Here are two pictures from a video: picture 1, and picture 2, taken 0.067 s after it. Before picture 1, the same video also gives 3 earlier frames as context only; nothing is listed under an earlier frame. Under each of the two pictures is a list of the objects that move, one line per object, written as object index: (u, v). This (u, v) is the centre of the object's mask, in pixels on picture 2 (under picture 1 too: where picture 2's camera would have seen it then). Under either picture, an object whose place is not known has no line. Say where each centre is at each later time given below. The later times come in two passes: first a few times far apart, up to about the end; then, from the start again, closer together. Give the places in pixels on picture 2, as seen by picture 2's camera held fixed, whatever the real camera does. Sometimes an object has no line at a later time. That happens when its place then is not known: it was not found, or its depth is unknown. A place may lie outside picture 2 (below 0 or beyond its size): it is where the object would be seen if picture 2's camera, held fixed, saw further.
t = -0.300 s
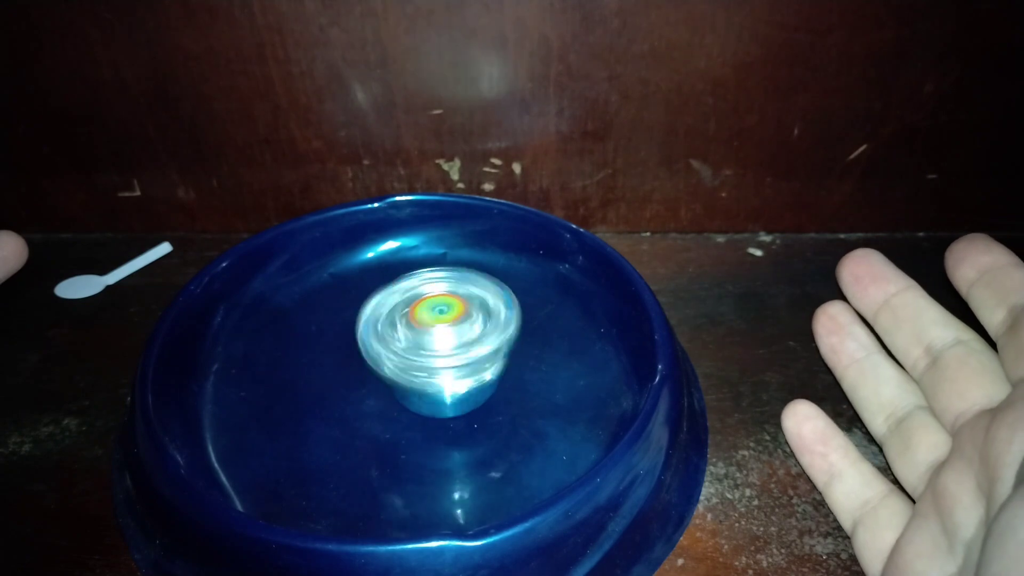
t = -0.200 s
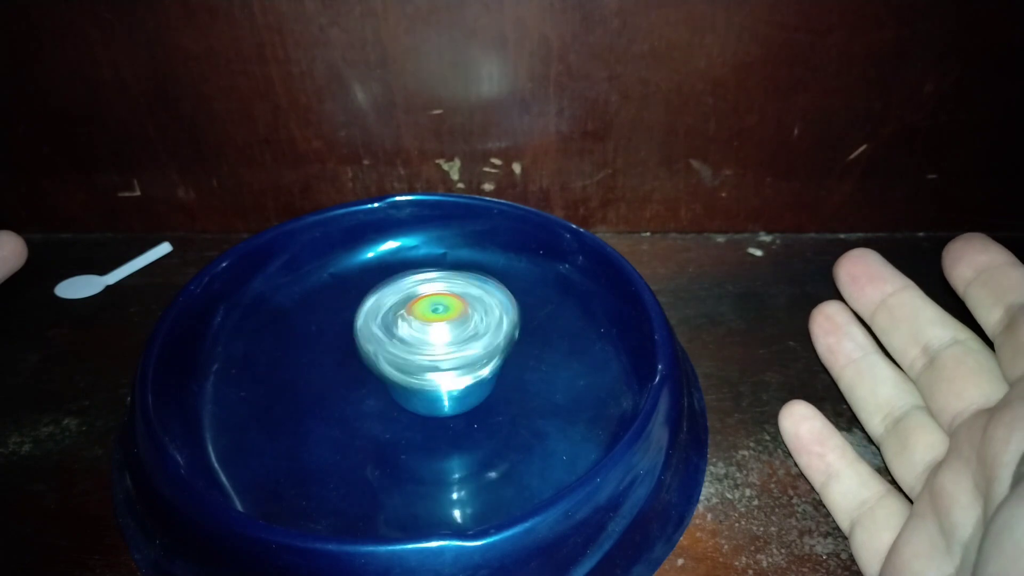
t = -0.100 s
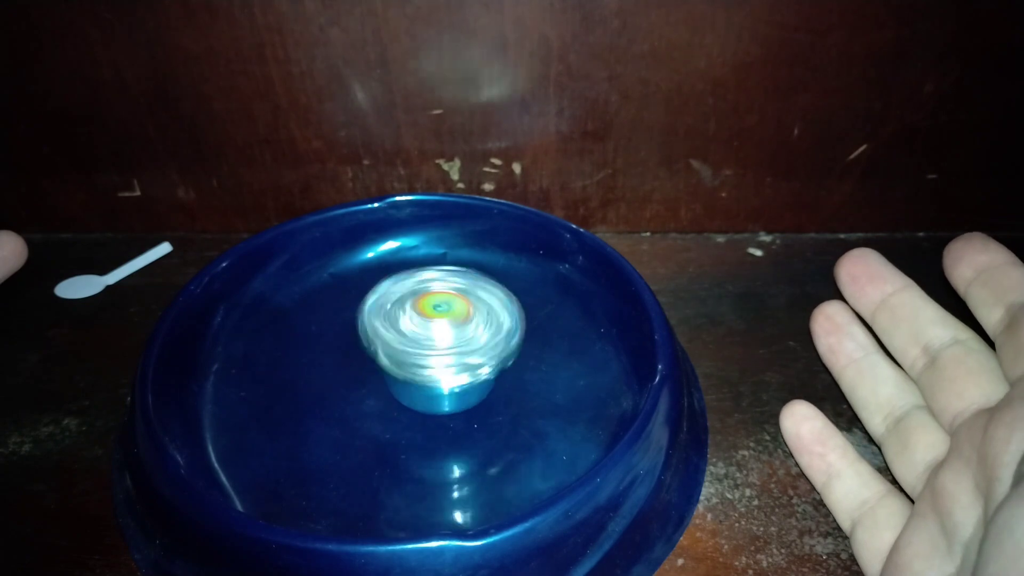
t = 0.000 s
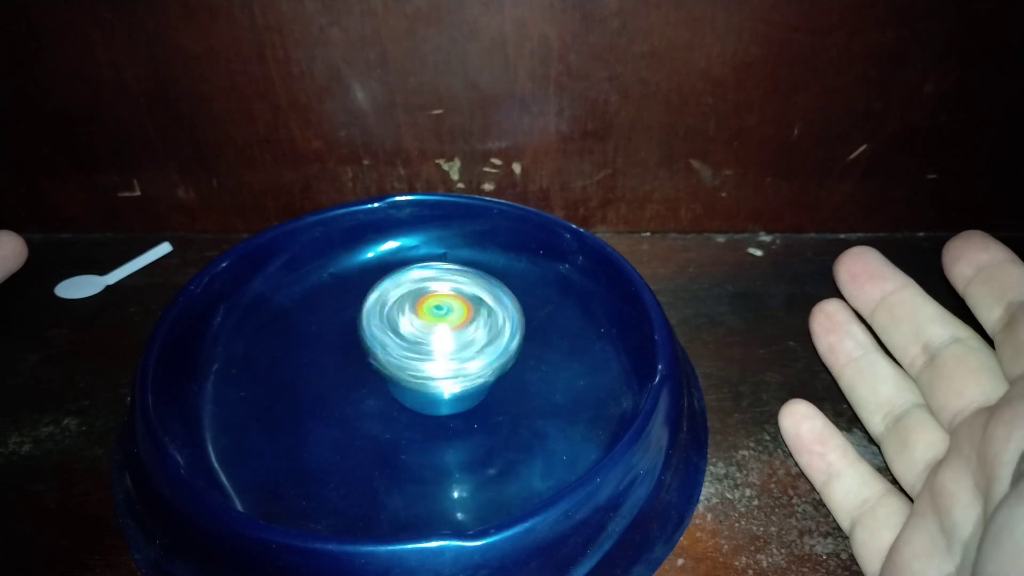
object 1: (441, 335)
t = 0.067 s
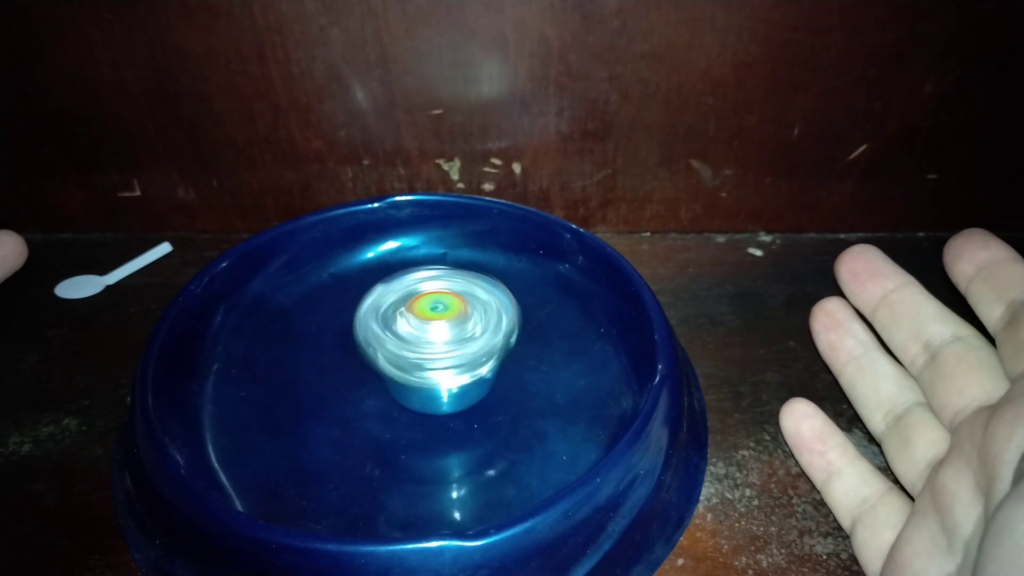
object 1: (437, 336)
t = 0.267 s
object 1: (440, 334)
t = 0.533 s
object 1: (440, 334)
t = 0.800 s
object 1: (436, 335)
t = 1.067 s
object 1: (440, 336)
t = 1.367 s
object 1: (436, 330)
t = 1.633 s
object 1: (437, 328)
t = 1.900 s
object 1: (438, 331)
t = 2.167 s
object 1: (433, 334)
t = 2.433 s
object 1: (416, 336)
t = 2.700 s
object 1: (408, 320)
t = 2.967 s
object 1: (425, 316)
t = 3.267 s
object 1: (426, 333)
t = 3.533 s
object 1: (410, 347)
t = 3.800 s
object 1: (404, 328)
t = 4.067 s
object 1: (429, 329)
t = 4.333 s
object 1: (421, 361)
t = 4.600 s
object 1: (385, 365)
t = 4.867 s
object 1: (385, 360)
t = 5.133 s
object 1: (387, 374)
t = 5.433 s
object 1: (404, 354)
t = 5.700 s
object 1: (414, 364)
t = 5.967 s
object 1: (410, 359)
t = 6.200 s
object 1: (424, 351)
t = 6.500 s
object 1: (414, 358)
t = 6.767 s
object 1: (419, 350)
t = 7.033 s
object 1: (409, 350)
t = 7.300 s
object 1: (410, 350)
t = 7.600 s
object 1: (410, 350)
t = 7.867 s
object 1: (410, 350)
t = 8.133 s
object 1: (410, 350)
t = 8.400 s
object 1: (410, 349)
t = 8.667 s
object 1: (410, 350)
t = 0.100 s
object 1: (438, 334)
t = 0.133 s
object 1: (435, 335)
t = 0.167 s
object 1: (440, 335)
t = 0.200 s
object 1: (437, 334)
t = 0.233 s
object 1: (437, 336)
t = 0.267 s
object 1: (440, 334)
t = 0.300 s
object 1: (436, 335)
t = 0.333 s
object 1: (437, 336)
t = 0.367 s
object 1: (437, 334)
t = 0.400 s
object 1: (433, 336)
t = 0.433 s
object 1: (437, 334)
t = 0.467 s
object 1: (435, 334)
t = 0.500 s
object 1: (436, 335)
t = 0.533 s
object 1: (440, 334)
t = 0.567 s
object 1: (436, 335)
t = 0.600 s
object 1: (438, 336)
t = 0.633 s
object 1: (438, 335)
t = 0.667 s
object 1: (434, 336)
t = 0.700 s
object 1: (438, 336)
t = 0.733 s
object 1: (434, 336)
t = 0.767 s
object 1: (432, 337)
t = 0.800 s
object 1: (436, 335)
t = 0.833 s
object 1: (434, 336)
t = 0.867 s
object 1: (437, 336)
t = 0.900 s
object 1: (439, 335)
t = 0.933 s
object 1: (436, 336)
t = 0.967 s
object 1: (440, 336)
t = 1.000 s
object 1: (438, 336)
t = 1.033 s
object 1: (437, 337)
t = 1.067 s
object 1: (440, 336)
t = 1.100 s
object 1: (436, 336)
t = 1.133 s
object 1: (436, 338)
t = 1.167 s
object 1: (438, 335)
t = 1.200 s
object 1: (434, 336)
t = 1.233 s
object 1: (439, 335)
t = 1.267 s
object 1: (440, 334)
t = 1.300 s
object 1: (436, 334)
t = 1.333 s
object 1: (438, 332)
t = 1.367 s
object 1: (436, 330)
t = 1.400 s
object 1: (437, 331)
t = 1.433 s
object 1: (440, 329)
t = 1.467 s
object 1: (435, 329)
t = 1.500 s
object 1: (435, 330)
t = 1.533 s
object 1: (435, 328)
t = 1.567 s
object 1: (432, 329)
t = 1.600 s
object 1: (437, 328)
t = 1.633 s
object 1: (437, 328)
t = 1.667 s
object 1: (435, 329)
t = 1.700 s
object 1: (439, 328)
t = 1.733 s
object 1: (438, 327)
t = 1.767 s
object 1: (439, 329)
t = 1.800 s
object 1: (444, 328)
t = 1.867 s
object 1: (440, 329)
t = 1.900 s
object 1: (438, 331)
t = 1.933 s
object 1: (441, 329)
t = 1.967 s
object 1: (440, 331)
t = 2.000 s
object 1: (443, 332)
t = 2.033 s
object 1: (440, 333)
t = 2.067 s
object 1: (433, 335)
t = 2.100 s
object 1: (433, 335)
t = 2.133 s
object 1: (435, 333)
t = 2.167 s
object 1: (433, 334)
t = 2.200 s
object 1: (430, 336)
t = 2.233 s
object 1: (424, 337)
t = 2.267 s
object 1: (423, 340)
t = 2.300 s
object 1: (426, 338)
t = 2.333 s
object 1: (421, 338)
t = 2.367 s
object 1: (416, 339)
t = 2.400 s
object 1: (417, 337)
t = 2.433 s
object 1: (416, 336)
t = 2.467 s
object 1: (413, 336)
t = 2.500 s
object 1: (413, 333)
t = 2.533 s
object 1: (410, 332)
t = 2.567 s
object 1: (410, 330)
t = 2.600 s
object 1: (411, 327)
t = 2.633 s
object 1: (408, 325)
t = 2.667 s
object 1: (408, 324)
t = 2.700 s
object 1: (408, 320)
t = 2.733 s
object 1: (406, 320)
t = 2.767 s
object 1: (411, 319)
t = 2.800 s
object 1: (413, 318)
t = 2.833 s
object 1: (410, 319)
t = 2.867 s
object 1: (412, 318)
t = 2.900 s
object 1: (416, 316)
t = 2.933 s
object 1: (419, 317)
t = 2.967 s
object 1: (425, 316)
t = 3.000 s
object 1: (422, 317)
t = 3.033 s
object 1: (421, 319)
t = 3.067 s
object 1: (425, 319)
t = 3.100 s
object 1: (425, 320)
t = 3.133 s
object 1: (426, 324)
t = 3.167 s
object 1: (431, 326)
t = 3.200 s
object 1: (428, 329)
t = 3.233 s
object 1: (425, 333)
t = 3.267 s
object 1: (426, 333)
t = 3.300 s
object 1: (425, 335)
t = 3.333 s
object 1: (425, 340)
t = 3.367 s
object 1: (421, 343)
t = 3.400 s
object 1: (413, 347)
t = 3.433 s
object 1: (409, 350)
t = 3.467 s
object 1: (410, 348)
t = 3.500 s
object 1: (412, 347)
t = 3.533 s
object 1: (410, 347)
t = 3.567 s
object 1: (406, 345)
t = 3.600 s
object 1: (399, 344)
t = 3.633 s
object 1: (396, 343)
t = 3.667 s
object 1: (401, 339)
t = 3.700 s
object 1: (402, 337)
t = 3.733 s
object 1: (402, 336)
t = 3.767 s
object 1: (404, 332)
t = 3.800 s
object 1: (404, 328)
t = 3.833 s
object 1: (410, 326)
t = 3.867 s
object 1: (420, 323)
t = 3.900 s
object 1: (422, 323)
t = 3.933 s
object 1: (420, 324)
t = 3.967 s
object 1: (421, 325)
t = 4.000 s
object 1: (421, 326)
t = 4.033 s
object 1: (423, 328)
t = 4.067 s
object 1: (429, 329)
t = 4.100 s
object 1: (431, 332)
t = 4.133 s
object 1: (432, 338)
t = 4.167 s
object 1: (432, 343)
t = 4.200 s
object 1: (431, 347)
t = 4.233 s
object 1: (429, 352)
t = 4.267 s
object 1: (428, 356)
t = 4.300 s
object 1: (426, 357)
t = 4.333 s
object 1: (421, 361)
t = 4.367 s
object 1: (416, 366)
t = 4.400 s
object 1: (412, 367)
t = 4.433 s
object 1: (405, 369)
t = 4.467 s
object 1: (399, 373)
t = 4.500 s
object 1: (397, 371)
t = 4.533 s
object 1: (395, 370)
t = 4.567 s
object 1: (390, 369)
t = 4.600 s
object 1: (385, 365)
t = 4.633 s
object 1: (378, 363)
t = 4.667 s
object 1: (373, 362)
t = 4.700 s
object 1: (377, 358)
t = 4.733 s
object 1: (384, 355)
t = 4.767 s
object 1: (387, 355)
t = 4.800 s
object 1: (391, 355)
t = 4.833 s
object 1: (391, 357)
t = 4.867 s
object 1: (385, 360)
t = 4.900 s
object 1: (385, 359)
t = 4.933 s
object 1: (387, 361)
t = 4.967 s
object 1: (385, 365)
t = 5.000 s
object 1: (384, 369)
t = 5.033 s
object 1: (385, 369)
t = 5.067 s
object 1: (384, 371)
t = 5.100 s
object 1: (385, 374)
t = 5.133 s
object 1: (387, 374)
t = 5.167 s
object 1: (387, 373)
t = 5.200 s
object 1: (387, 371)
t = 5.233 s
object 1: (387, 369)
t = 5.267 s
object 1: (390, 366)
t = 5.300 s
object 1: (393, 363)
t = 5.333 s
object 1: (394, 361)
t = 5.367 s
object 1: (400, 359)
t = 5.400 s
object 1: (404, 357)
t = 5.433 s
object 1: (404, 354)
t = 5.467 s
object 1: (408, 353)
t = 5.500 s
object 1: (410, 353)
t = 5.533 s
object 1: (410, 352)
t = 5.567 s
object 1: (411, 352)
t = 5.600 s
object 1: (412, 355)
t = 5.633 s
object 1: (412, 358)
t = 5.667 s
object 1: (413, 360)
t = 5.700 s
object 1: (414, 364)
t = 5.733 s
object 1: (416, 364)
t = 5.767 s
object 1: (415, 366)
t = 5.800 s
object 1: (412, 370)
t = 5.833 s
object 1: (407, 370)
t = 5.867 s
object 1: (406, 370)
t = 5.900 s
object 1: (406, 366)
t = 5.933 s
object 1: (409, 360)
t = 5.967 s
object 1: (410, 359)
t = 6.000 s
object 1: (414, 357)
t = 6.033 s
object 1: (418, 352)
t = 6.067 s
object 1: (421, 351)
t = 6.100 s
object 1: (423, 349)
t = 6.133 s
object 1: (423, 348)
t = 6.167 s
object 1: (423, 350)
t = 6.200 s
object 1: (424, 351)
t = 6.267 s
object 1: (424, 352)
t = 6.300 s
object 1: (421, 354)
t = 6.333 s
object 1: (418, 356)
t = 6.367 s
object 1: (418, 357)
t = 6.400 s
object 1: (418, 359)
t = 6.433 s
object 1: (418, 360)
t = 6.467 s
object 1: (416, 359)
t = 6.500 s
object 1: (414, 358)
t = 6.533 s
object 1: (413, 358)
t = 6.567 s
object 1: (414, 358)
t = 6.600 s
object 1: (415, 358)
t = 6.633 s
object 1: (415, 355)
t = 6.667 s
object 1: (416, 352)
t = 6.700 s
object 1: (418, 350)
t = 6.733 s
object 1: (419, 348)
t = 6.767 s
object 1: (419, 350)
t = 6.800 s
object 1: (419, 349)
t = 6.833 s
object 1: (417, 349)
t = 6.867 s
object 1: (414, 349)
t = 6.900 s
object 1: (412, 350)
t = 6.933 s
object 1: (411, 350)
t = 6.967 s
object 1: (410, 350)
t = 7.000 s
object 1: (410, 349)
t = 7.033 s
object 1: (409, 350)
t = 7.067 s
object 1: (409, 349)
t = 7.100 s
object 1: (410, 350)
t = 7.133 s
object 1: (410, 350)
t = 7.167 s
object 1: (410, 349)
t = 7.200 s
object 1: (410, 349)
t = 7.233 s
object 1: (410, 349)
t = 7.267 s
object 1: (410, 349)
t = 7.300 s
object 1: (410, 350)
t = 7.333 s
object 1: (410, 350)
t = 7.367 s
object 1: (410, 349)
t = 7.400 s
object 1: (410, 350)
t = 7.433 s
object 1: (409, 349)
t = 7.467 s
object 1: (410, 350)
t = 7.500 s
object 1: (410, 350)
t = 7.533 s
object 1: (410, 350)
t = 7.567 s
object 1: (410, 349)
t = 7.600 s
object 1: (410, 350)
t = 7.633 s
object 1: (410, 349)
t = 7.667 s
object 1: (410, 350)
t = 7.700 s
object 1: (410, 350)
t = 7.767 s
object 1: (410, 350)
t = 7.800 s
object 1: (410, 350)
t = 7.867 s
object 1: (410, 350)
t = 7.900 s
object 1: (410, 350)
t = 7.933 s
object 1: (410, 350)
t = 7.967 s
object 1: (410, 350)
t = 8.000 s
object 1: (410, 350)
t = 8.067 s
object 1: (410, 350)
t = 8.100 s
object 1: (410, 350)
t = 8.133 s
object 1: (410, 350)
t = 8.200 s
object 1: (410, 349)
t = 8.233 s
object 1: (410, 349)
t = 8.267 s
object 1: (410, 350)
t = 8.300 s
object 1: (410, 350)
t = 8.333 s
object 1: (410, 350)
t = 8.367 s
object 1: (410, 350)
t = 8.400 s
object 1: (410, 349)
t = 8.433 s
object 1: (410, 350)
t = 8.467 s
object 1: (410, 350)
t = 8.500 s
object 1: (410, 350)
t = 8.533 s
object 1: (410, 349)
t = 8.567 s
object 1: (410, 350)
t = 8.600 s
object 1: (410, 350)
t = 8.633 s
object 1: (410, 350)
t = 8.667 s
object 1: (410, 350)
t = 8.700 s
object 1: (410, 350)
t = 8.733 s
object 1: (410, 350)
